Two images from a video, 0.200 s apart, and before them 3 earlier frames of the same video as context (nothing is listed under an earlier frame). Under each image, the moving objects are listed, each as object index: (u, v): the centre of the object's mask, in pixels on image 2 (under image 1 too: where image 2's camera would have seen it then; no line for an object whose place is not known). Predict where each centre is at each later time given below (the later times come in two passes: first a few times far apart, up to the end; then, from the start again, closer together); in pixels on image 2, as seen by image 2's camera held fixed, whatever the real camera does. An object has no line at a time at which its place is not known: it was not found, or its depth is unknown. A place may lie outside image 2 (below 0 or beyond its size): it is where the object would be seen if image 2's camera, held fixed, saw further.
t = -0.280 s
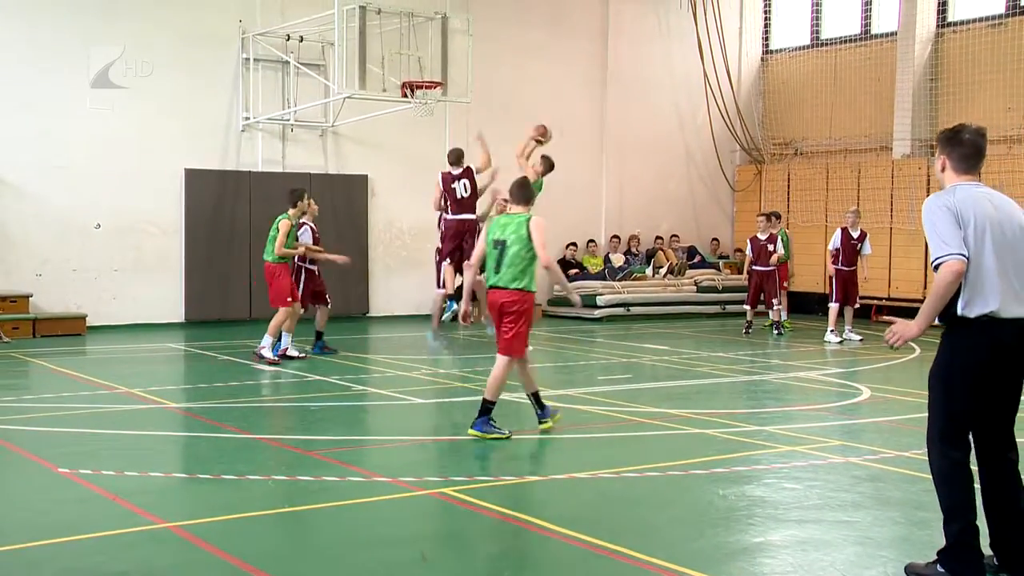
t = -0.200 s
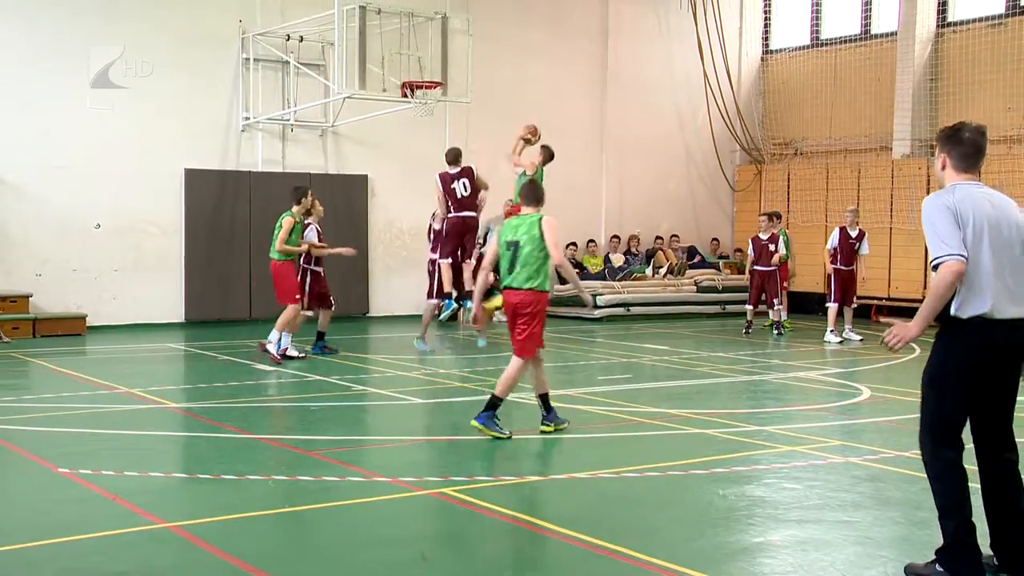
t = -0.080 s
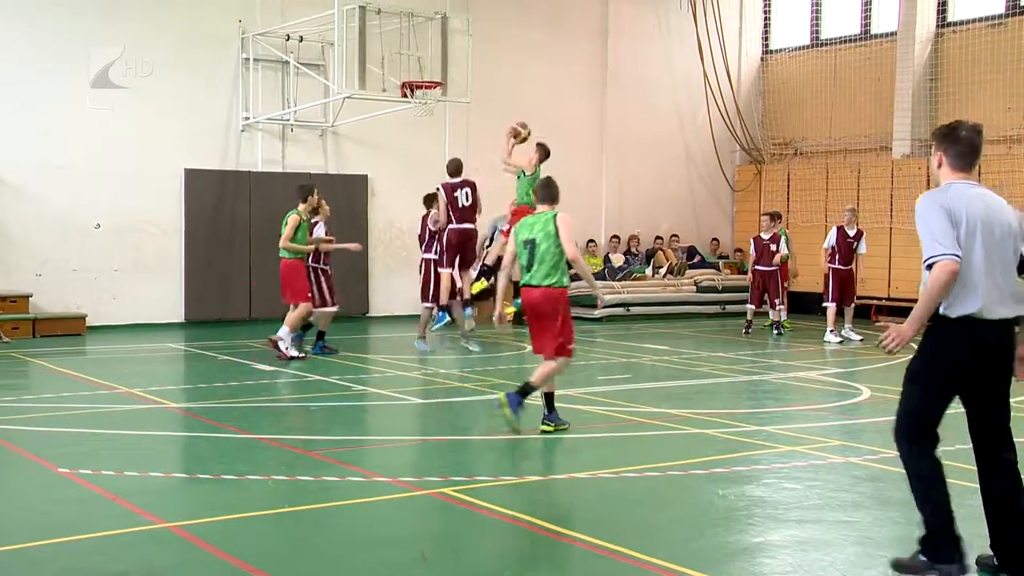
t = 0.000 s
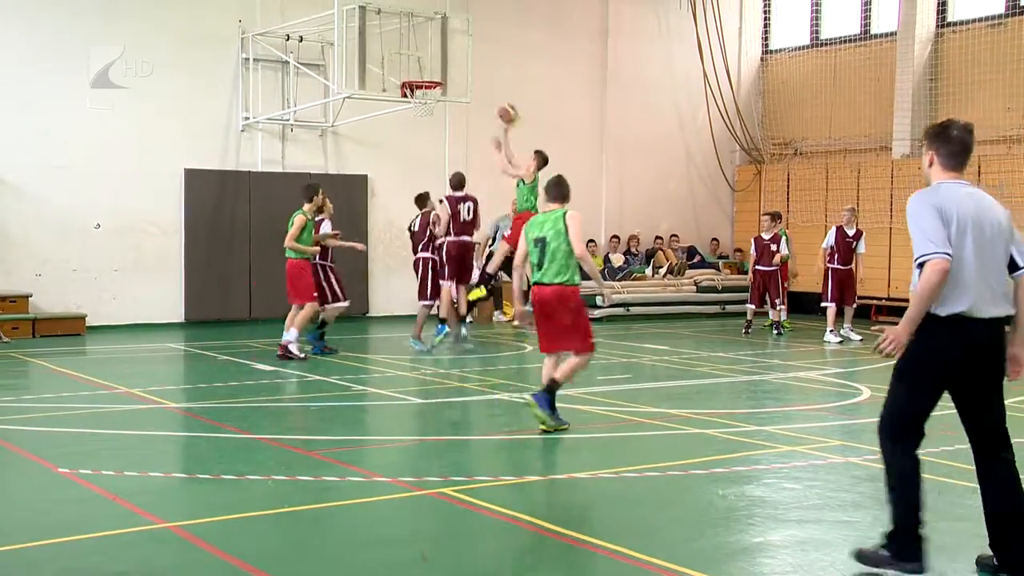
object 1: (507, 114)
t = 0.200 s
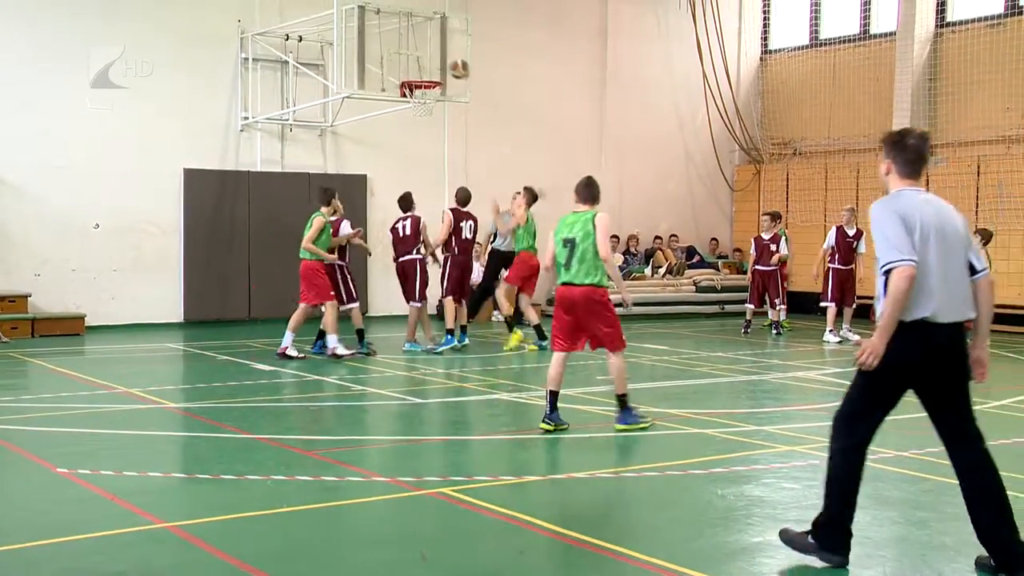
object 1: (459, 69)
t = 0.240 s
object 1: (450, 65)
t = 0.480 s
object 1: (423, 63)
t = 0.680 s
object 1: (426, 92)
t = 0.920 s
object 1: (420, 102)
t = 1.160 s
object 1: (423, 107)
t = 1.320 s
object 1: (425, 113)
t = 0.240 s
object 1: (450, 65)
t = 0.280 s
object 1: (440, 60)
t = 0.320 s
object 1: (430, 58)
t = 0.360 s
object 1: (425, 58)
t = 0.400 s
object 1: (424, 58)
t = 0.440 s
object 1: (424, 60)
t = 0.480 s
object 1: (423, 63)
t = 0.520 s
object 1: (422, 67)
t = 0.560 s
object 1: (422, 73)
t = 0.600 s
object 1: (422, 77)
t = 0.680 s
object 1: (426, 92)
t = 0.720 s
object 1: (427, 97)
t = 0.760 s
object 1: (427, 98)
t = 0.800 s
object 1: (425, 97)
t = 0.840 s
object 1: (423, 98)
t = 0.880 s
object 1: (421, 100)
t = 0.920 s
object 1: (420, 102)
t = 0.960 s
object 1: (418, 105)
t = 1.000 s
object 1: (418, 107)
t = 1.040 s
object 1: (418, 108)
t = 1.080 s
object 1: (420, 107)
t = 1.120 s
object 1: (422, 106)
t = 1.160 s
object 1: (423, 107)
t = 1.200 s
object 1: (424, 107)
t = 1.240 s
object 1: (425, 108)
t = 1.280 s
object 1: (425, 110)
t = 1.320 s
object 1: (425, 113)
